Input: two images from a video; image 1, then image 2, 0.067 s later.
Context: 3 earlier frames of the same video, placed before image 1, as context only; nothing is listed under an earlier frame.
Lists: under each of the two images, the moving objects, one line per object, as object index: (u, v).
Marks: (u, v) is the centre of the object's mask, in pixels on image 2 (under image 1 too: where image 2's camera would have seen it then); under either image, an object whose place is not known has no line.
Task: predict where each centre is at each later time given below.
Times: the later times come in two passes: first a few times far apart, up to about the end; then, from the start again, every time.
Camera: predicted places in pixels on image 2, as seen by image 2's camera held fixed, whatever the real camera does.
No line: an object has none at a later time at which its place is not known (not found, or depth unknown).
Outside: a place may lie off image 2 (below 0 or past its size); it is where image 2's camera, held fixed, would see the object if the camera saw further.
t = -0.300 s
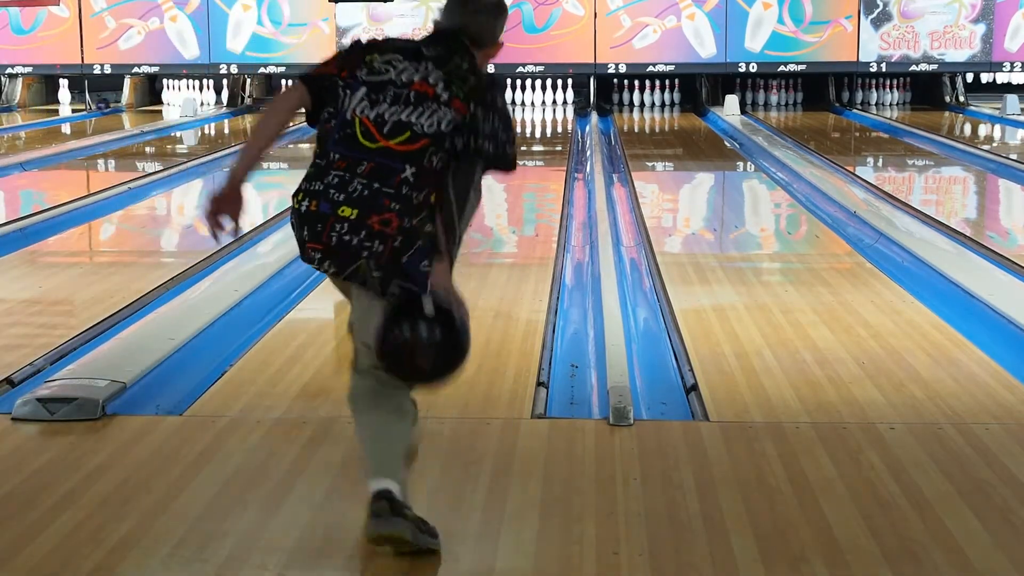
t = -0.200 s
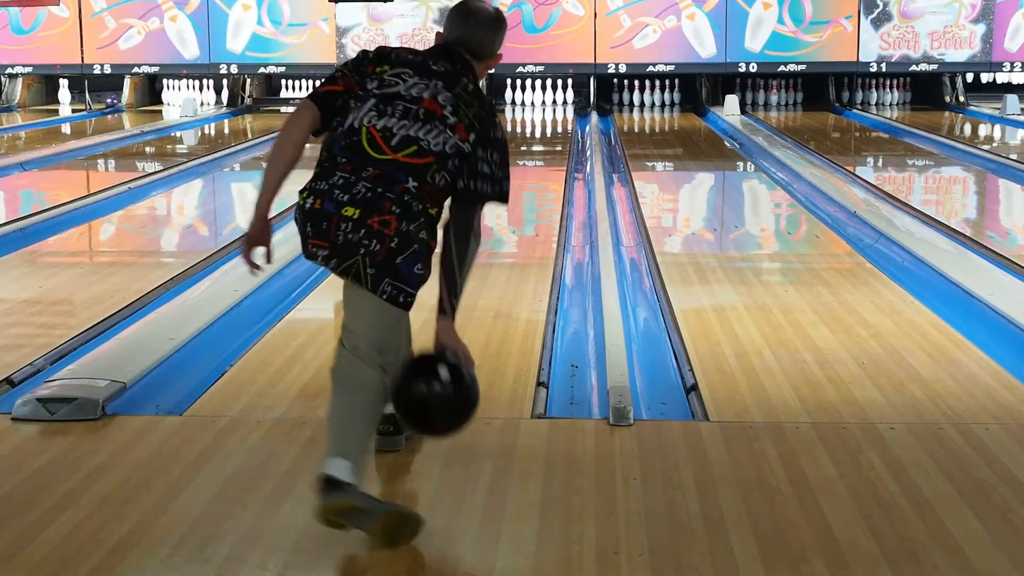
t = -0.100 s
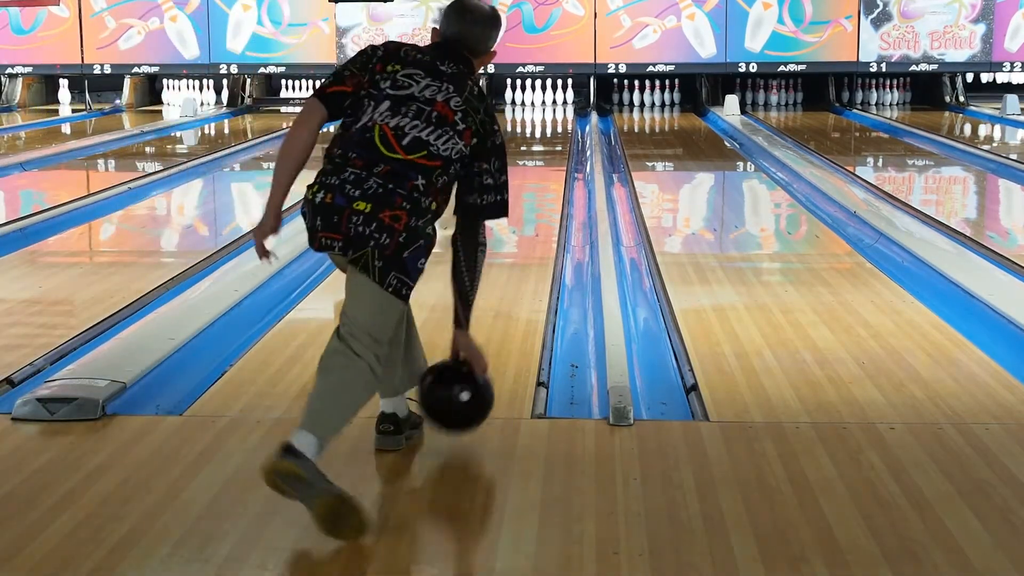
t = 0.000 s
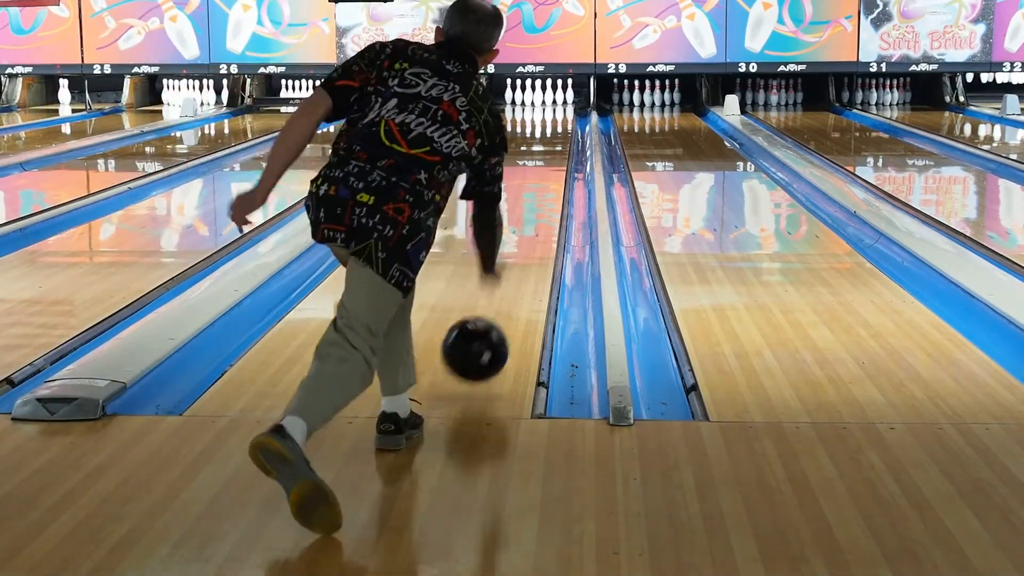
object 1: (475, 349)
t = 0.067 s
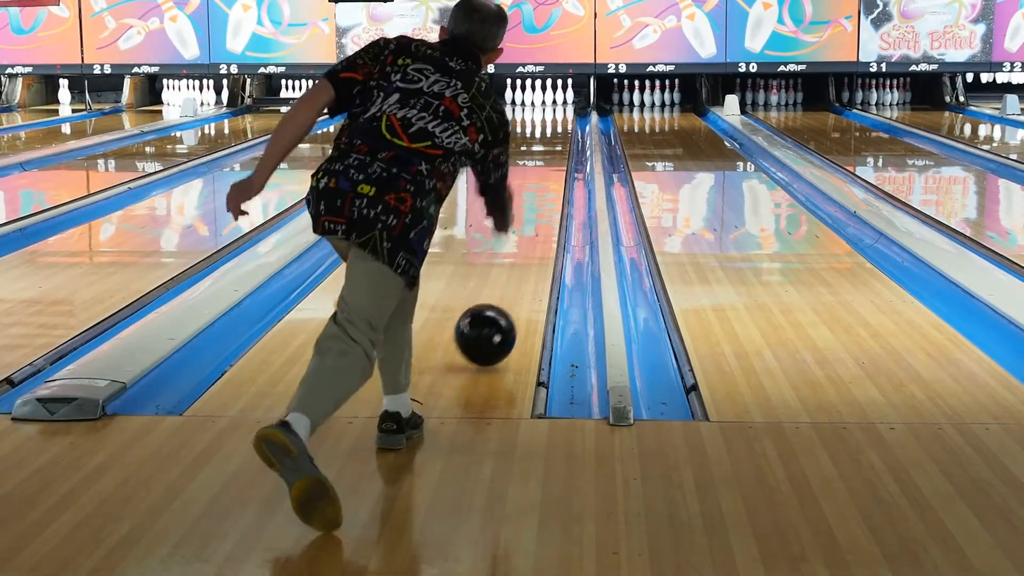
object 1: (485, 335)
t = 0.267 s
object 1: (508, 281)
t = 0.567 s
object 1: (530, 227)
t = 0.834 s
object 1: (540, 196)
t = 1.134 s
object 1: (547, 171)
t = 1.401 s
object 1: (550, 154)
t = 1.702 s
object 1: (552, 140)
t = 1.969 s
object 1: (553, 130)
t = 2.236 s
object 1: (553, 122)
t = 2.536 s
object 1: (552, 114)
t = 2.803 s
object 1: (551, 108)
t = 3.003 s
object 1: (549, 105)
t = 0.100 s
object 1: (490, 324)
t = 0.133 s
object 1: (494, 313)
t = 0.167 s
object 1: (498, 306)
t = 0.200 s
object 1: (502, 297)
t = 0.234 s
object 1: (505, 289)
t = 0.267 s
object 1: (508, 281)
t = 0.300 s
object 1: (512, 274)
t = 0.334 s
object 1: (514, 267)
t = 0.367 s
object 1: (517, 260)
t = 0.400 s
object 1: (519, 254)
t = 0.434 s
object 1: (522, 248)
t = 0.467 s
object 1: (524, 243)
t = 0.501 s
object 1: (526, 237)
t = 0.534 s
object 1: (528, 232)
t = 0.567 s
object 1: (530, 227)
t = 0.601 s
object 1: (531, 223)
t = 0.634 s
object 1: (533, 218)
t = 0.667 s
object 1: (534, 214)
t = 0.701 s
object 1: (536, 210)
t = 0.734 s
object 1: (537, 207)
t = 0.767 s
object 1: (538, 203)
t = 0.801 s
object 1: (539, 200)
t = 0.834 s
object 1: (540, 196)
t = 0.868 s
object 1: (541, 193)
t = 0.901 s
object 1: (542, 190)
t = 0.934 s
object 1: (543, 187)
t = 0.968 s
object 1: (543, 185)
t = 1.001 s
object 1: (544, 181)
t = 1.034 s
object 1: (545, 179)
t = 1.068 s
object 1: (545, 176)
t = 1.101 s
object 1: (546, 174)
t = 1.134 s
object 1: (547, 171)
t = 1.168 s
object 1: (547, 168)
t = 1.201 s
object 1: (548, 166)
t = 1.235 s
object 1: (548, 164)
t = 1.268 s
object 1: (549, 162)
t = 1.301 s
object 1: (549, 160)
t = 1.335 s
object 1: (549, 158)
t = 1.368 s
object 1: (550, 156)
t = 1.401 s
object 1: (550, 154)
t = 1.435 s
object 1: (550, 152)
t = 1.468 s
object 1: (551, 150)
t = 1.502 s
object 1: (551, 149)
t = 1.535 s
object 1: (551, 147)
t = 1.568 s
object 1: (552, 146)
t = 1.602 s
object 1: (552, 144)
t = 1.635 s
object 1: (552, 143)
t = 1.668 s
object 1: (552, 141)
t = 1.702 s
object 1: (552, 140)
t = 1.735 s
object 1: (553, 138)
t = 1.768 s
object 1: (552, 137)
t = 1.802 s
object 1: (553, 136)
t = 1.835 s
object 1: (553, 135)
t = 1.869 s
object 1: (553, 133)
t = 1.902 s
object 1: (553, 132)
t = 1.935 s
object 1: (553, 131)
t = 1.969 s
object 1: (553, 130)
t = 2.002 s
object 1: (553, 129)
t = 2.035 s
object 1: (553, 128)
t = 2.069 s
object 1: (554, 126)
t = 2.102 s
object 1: (553, 126)
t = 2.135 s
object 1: (553, 125)
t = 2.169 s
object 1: (553, 124)
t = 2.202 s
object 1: (554, 123)
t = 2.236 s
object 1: (553, 122)
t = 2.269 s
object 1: (553, 121)
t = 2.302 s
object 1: (553, 120)
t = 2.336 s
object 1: (553, 119)
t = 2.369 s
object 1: (553, 118)
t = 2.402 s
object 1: (553, 117)
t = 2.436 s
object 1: (553, 116)
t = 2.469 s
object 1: (553, 115)
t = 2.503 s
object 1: (553, 115)
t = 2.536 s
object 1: (552, 114)
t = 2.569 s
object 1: (552, 113)
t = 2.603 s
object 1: (552, 112)
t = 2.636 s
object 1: (552, 112)
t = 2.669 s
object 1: (552, 111)
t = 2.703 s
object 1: (551, 110)
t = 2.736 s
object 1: (551, 109)
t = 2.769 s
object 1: (551, 109)
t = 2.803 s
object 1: (551, 108)
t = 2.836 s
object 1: (551, 108)
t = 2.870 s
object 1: (550, 107)
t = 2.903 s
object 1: (550, 106)
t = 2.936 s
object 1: (550, 106)
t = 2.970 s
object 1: (549, 105)
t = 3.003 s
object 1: (549, 105)
